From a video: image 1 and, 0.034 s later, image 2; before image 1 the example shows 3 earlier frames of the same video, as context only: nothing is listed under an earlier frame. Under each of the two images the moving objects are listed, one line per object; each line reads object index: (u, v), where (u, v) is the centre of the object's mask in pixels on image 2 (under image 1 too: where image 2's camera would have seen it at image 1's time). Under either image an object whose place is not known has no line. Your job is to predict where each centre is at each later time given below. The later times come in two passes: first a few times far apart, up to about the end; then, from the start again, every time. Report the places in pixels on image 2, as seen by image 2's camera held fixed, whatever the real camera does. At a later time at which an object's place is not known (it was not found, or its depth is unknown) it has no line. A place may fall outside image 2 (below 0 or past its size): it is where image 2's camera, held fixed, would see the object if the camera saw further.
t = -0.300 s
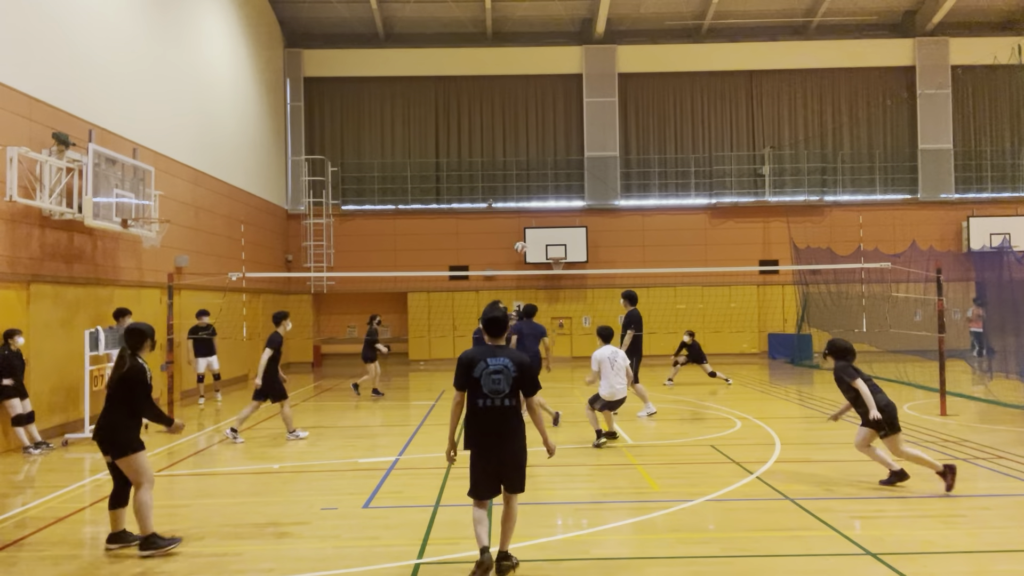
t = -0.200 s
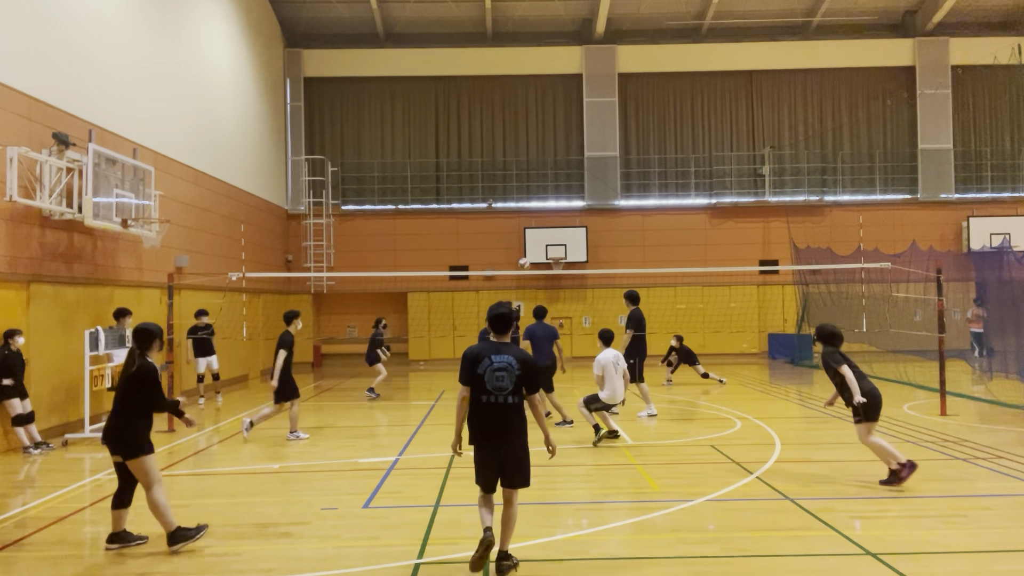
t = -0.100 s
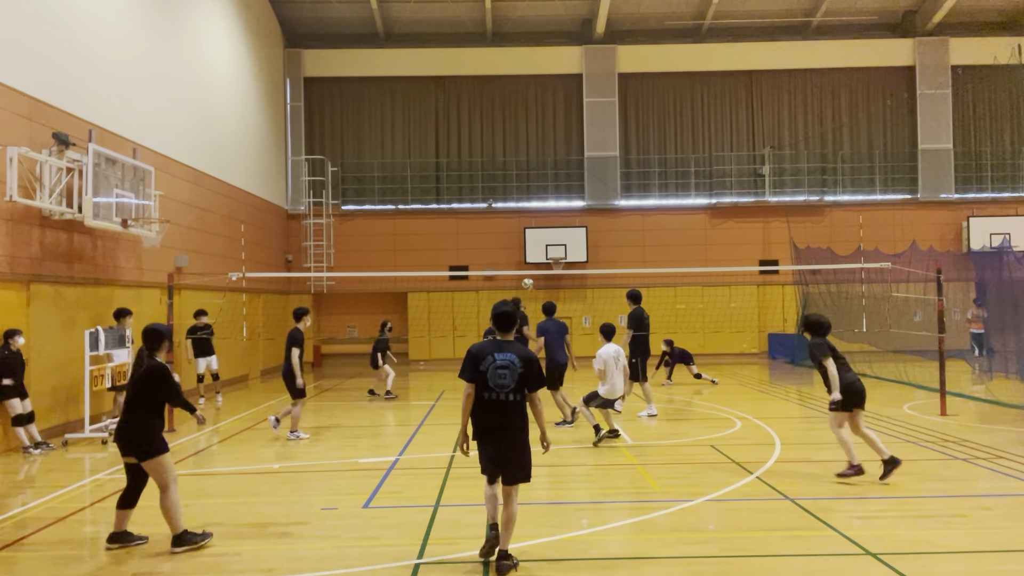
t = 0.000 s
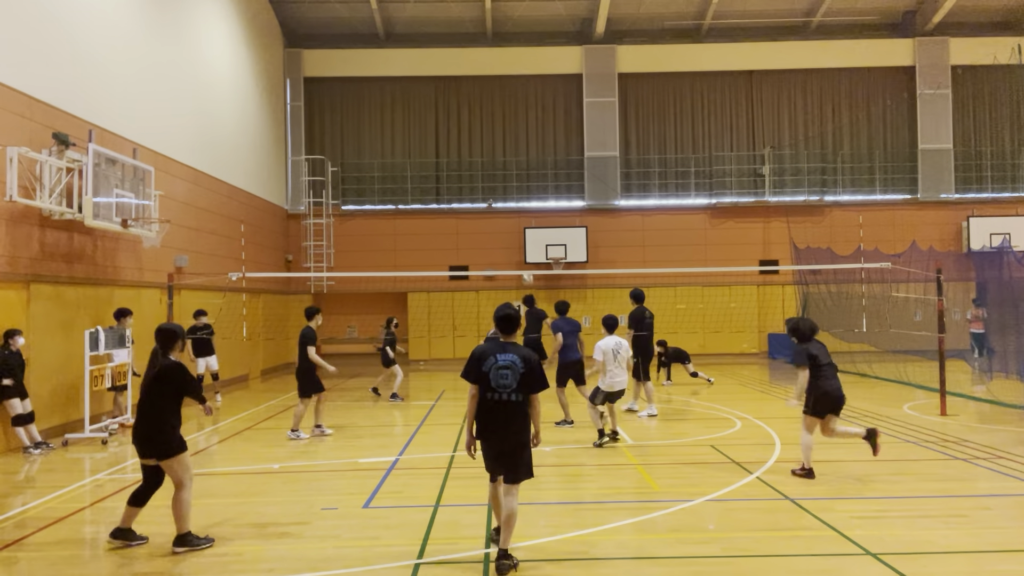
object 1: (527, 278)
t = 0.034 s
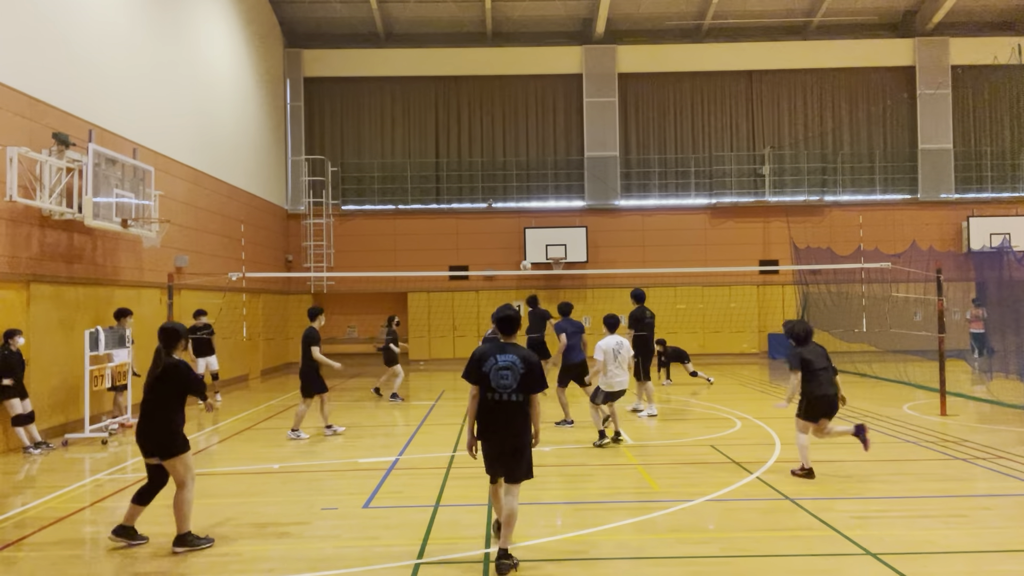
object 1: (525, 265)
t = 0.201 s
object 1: (517, 212)
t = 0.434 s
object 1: (504, 163)
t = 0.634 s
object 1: (493, 142)
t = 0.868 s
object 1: (481, 146)
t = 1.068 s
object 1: (471, 175)
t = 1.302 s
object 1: (459, 238)
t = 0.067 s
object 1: (524, 255)
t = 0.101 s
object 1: (522, 243)
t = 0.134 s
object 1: (520, 232)
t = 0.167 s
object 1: (518, 222)
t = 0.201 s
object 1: (517, 212)
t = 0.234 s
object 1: (515, 203)
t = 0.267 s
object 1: (513, 196)
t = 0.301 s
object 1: (511, 188)
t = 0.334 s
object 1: (509, 181)
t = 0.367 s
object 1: (508, 174)
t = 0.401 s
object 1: (506, 168)
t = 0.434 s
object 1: (504, 163)
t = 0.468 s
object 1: (502, 157)
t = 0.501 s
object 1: (500, 153)
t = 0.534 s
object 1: (499, 150)
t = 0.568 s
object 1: (497, 146)
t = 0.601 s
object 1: (495, 144)
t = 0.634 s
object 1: (493, 142)
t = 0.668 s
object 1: (492, 141)
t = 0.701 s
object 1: (490, 140)
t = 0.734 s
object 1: (488, 140)
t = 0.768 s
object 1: (486, 141)
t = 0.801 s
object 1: (485, 142)
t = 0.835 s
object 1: (483, 144)
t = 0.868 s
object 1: (481, 146)
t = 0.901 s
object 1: (479, 150)
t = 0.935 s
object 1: (478, 153)
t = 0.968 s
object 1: (476, 158)
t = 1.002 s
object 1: (474, 163)
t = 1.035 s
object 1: (472, 168)
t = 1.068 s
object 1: (471, 175)
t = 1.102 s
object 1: (469, 182)
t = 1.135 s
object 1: (467, 190)
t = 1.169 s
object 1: (465, 198)
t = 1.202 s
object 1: (464, 207)
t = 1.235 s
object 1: (462, 216)
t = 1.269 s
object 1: (461, 226)
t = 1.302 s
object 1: (459, 238)
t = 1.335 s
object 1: (458, 249)
